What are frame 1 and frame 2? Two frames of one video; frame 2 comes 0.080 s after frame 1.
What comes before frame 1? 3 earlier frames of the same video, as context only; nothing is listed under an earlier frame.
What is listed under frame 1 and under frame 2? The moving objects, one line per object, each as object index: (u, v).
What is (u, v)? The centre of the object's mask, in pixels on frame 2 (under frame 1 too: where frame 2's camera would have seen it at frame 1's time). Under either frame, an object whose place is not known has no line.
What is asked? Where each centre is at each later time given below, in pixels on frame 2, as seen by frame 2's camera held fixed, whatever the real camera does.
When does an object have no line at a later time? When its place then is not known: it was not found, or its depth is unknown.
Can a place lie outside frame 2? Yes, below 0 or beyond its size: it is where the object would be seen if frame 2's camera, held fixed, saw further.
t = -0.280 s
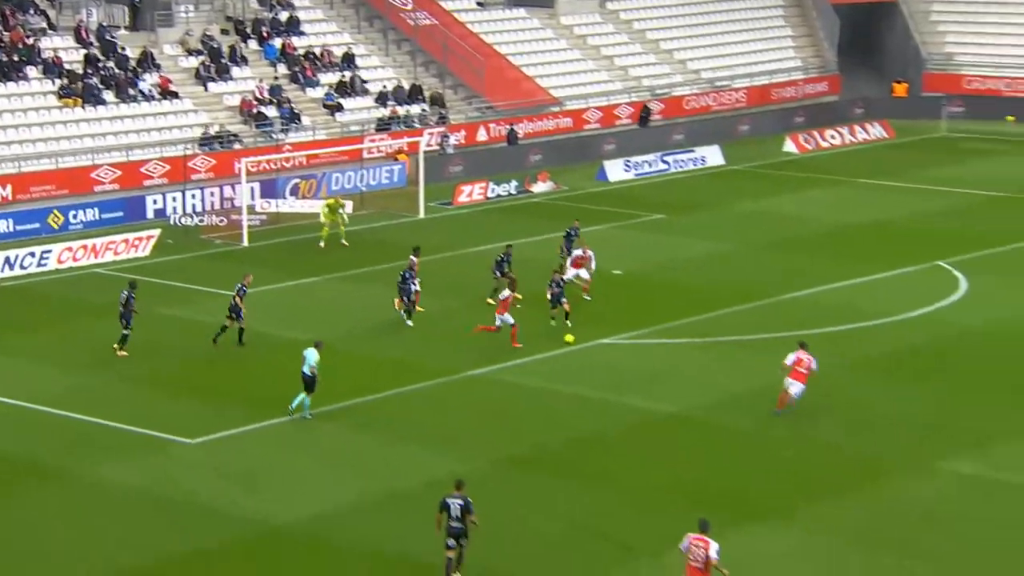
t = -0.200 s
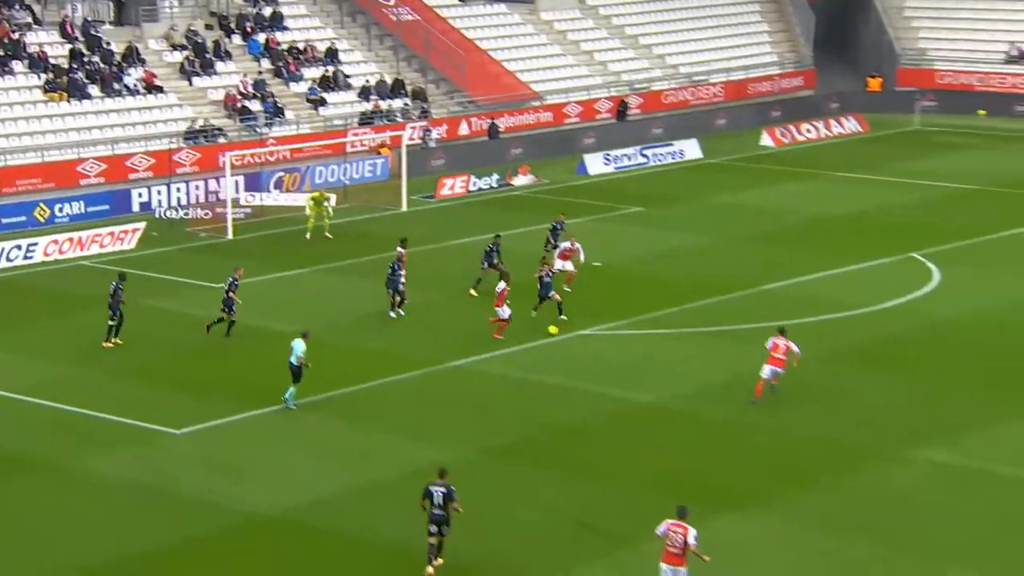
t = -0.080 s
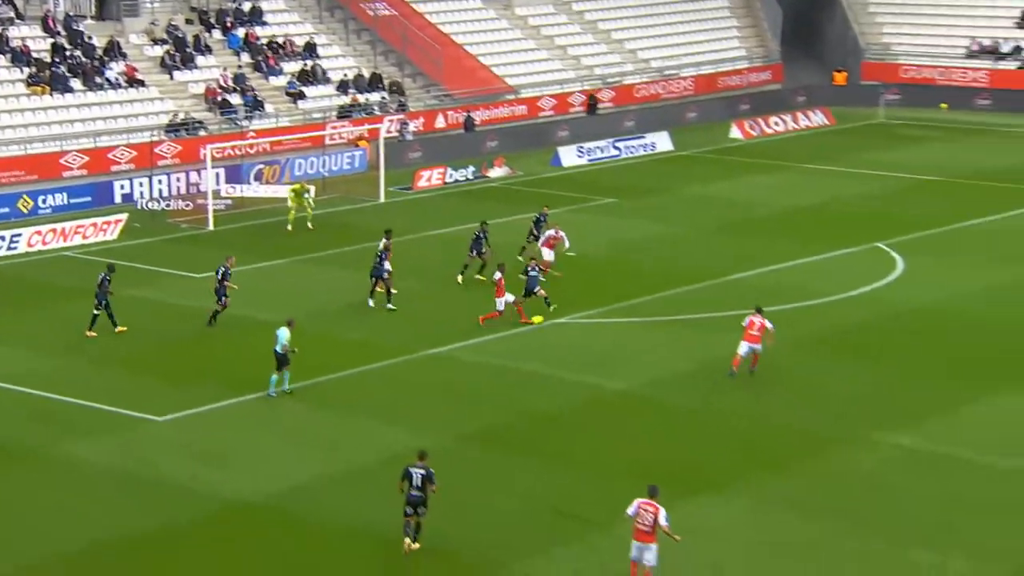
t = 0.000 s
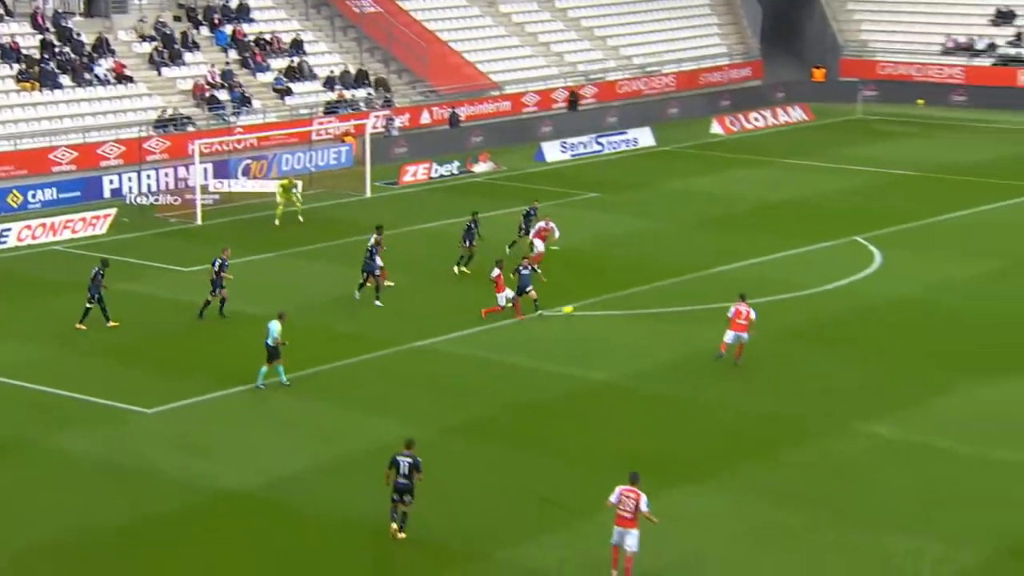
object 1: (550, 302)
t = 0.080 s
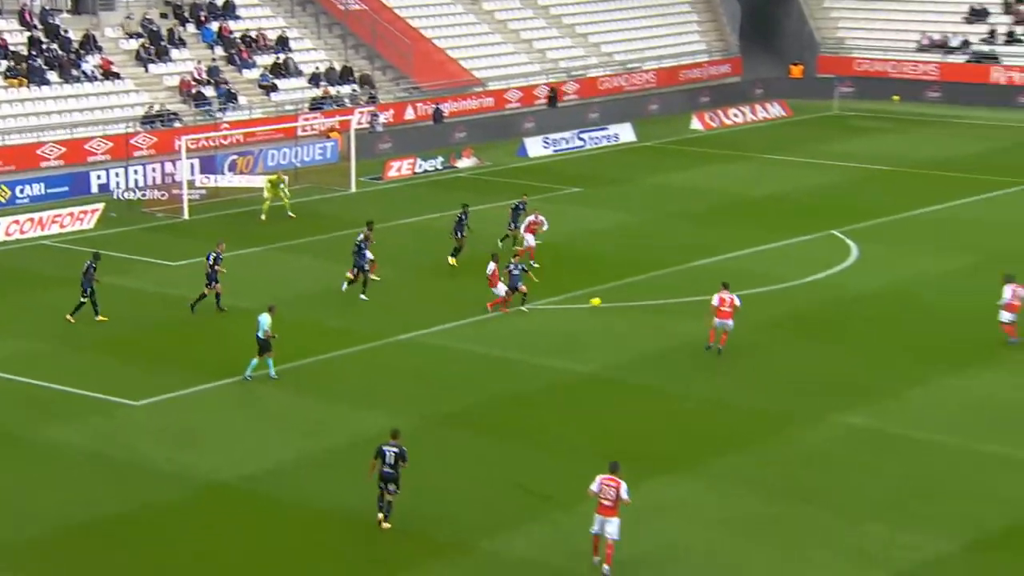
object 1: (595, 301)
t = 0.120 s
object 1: (617, 302)
